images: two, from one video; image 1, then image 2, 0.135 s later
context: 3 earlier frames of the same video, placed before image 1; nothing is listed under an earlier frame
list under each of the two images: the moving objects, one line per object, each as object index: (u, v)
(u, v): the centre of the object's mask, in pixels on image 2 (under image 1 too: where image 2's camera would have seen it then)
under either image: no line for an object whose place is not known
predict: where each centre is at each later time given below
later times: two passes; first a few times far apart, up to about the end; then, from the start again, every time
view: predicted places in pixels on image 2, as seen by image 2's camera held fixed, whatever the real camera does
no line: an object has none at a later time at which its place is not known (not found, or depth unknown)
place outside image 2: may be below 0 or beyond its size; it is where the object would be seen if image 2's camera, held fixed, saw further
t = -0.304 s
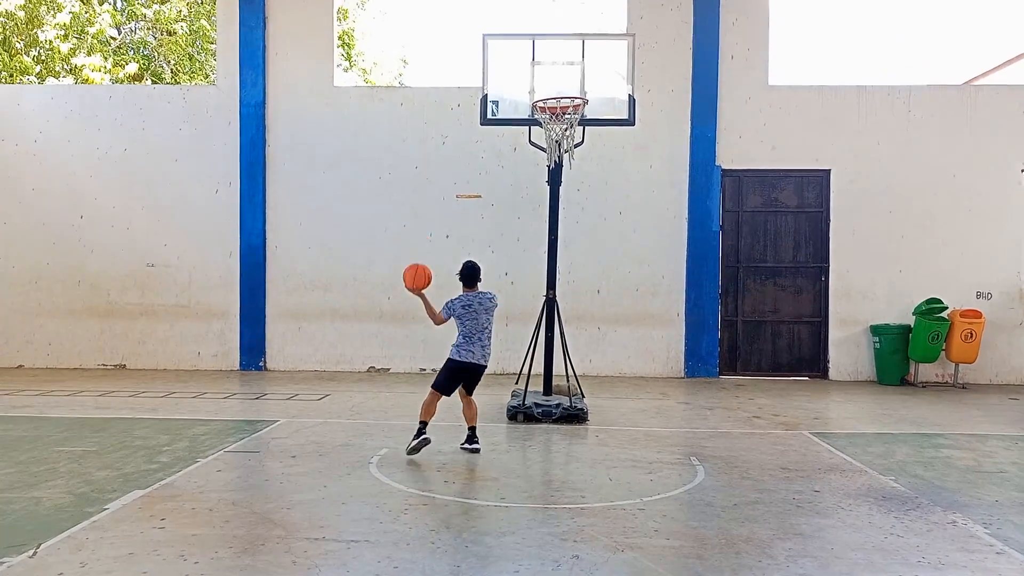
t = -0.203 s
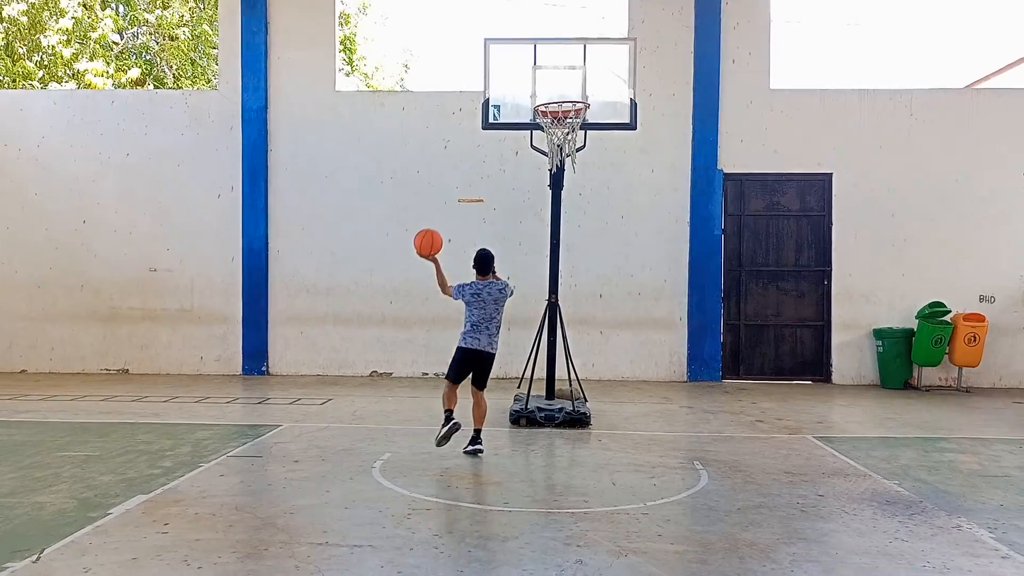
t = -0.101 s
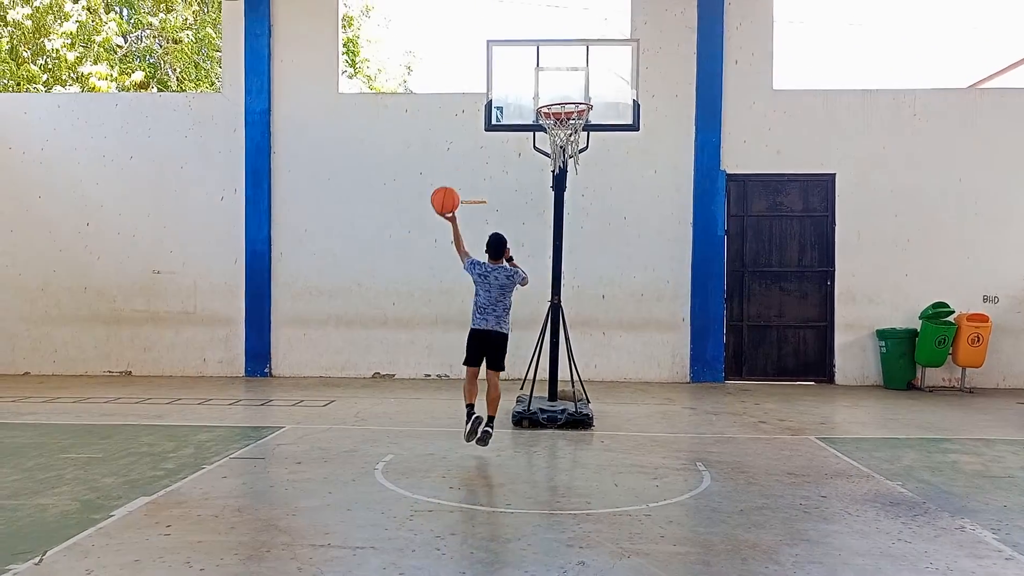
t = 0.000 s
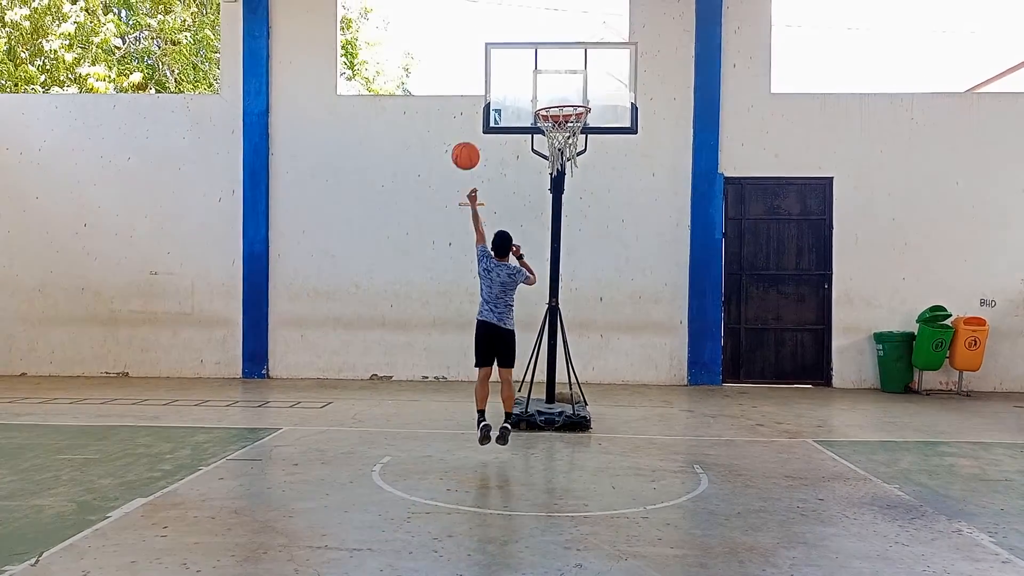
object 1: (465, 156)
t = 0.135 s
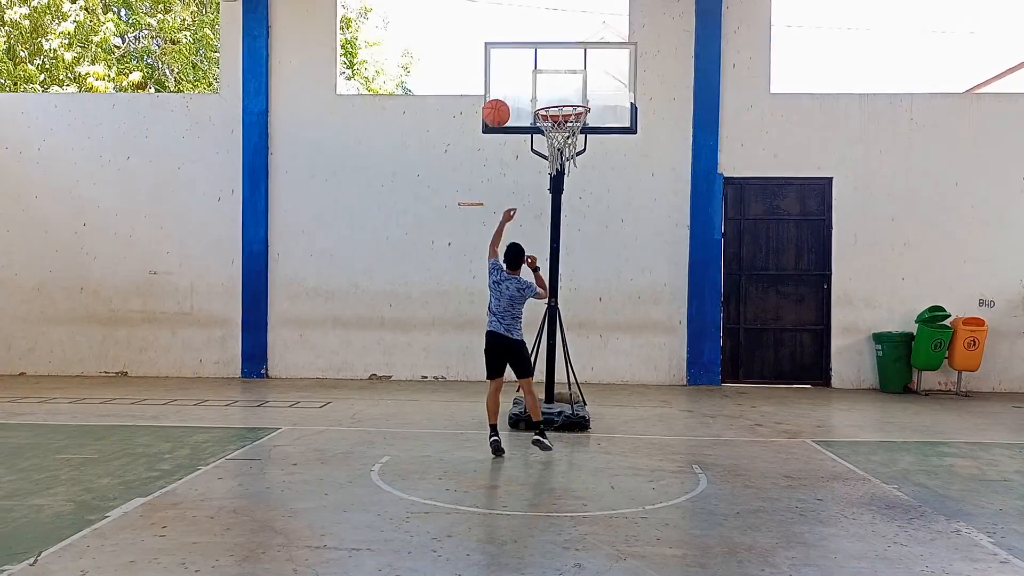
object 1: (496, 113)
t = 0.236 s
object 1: (517, 97)
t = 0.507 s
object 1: (552, 99)
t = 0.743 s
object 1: (572, 136)
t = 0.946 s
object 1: (565, 168)
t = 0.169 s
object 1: (504, 106)
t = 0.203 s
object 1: (511, 100)
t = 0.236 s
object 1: (517, 97)
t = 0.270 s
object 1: (522, 95)
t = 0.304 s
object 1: (527, 94)
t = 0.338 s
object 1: (532, 94)
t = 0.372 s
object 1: (536, 96)
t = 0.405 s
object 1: (541, 99)
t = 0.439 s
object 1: (545, 100)
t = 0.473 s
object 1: (548, 99)
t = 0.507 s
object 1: (552, 99)
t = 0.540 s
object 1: (555, 100)
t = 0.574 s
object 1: (558, 106)
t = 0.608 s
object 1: (561, 110)
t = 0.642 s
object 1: (563, 116)
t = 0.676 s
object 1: (567, 122)
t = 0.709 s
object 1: (570, 132)
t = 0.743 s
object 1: (572, 136)
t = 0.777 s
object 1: (572, 140)
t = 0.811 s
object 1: (572, 142)
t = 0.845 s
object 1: (570, 149)
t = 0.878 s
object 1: (568, 154)
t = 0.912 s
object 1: (567, 160)
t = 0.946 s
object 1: (565, 168)
